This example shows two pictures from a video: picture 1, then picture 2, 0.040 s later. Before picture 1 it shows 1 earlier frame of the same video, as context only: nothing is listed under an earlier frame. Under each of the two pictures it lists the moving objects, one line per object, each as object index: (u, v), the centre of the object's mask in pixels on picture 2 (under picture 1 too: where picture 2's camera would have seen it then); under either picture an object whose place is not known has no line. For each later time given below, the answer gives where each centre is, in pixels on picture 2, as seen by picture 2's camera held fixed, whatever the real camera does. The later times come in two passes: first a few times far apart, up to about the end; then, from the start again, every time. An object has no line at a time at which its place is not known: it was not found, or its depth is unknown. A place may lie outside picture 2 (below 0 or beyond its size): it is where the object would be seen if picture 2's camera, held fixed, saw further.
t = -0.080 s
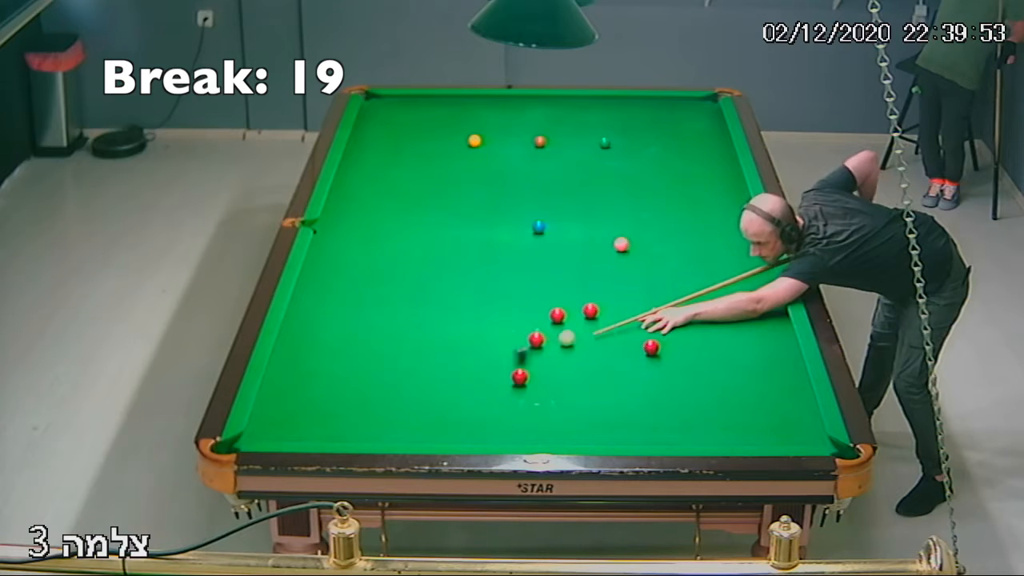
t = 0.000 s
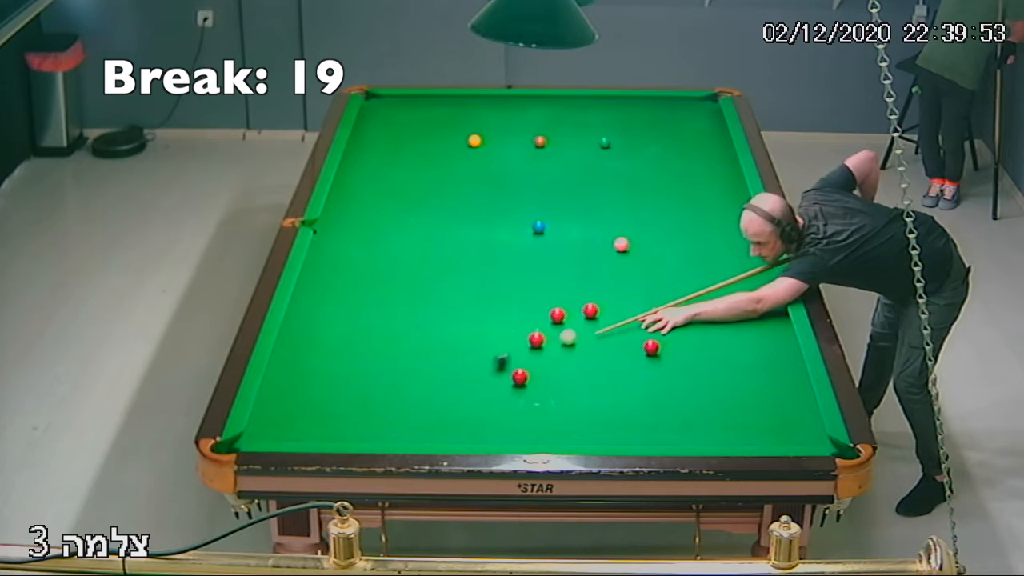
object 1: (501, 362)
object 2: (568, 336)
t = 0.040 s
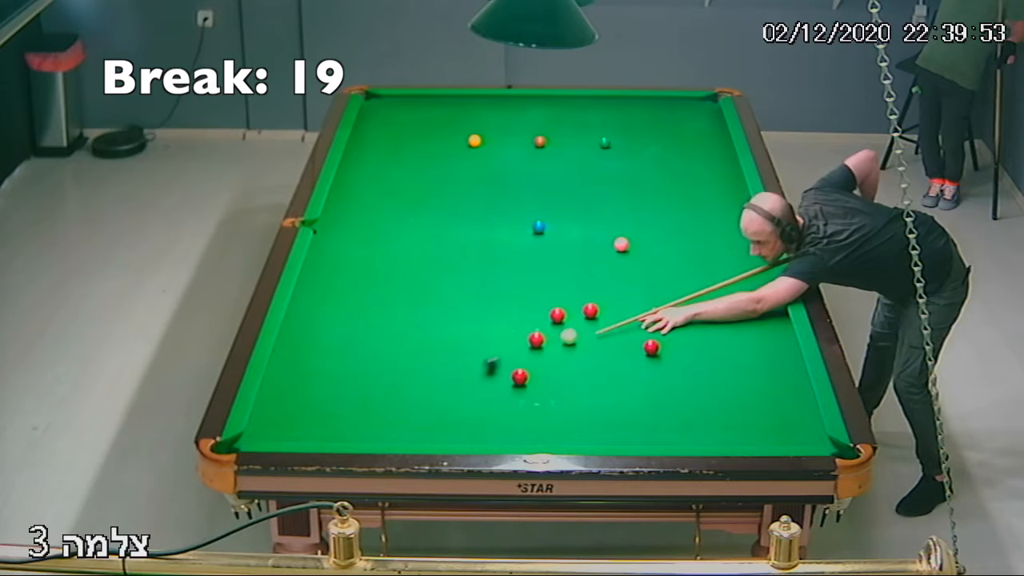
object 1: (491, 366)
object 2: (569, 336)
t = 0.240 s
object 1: (440, 383)
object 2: (572, 333)
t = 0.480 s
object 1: (377, 404)
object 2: (575, 331)
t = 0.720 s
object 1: (314, 426)
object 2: (577, 329)
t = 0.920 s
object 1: (262, 438)
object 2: (578, 328)
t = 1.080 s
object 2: (581, 327)
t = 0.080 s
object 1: (481, 369)
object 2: (569, 335)
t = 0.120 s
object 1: (471, 372)
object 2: (570, 335)
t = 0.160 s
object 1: (461, 376)
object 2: (571, 334)
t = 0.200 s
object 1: (450, 380)
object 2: (571, 334)
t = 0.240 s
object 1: (440, 383)
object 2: (572, 333)
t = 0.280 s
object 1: (430, 387)
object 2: (572, 333)
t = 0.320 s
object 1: (420, 390)
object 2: (573, 332)
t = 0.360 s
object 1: (409, 394)
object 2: (573, 332)
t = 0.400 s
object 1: (398, 398)
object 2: (574, 332)
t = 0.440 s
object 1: (388, 401)
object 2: (574, 331)
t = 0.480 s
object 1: (377, 404)
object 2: (575, 331)
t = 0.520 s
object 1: (367, 408)
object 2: (575, 331)
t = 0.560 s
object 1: (357, 412)
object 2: (576, 330)
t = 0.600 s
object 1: (346, 415)
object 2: (576, 330)
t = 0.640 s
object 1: (335, 419)
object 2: (577, 330)
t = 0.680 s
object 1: (324, 423)
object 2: (577, 329)
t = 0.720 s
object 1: (314, 426)
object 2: (577, 329)
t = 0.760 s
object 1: (303, 430)
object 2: (577, 329)
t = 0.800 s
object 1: (293, 432)
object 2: (578, 329)
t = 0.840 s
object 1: (283, 433)
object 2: (578, 328)
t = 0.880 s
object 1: (273, 435)
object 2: (578, 328)
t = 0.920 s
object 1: (262, 438)
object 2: (578, 328)
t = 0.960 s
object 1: (251, 440)
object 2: (578, 328)
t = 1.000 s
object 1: (243, 443)
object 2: (579, 328)
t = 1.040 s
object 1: (235, 447)
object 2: (579, 328)
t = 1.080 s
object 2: (581, 327)
